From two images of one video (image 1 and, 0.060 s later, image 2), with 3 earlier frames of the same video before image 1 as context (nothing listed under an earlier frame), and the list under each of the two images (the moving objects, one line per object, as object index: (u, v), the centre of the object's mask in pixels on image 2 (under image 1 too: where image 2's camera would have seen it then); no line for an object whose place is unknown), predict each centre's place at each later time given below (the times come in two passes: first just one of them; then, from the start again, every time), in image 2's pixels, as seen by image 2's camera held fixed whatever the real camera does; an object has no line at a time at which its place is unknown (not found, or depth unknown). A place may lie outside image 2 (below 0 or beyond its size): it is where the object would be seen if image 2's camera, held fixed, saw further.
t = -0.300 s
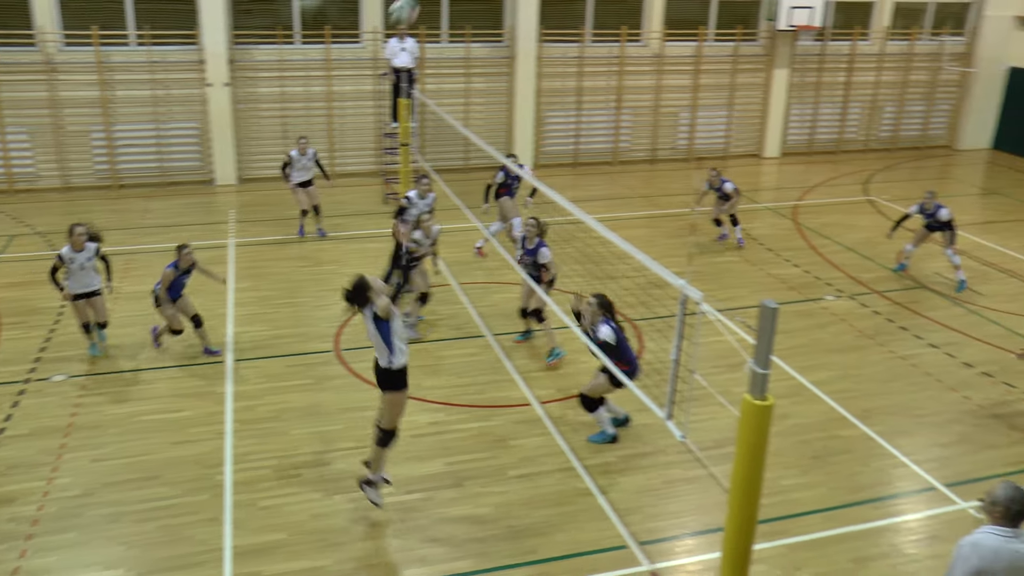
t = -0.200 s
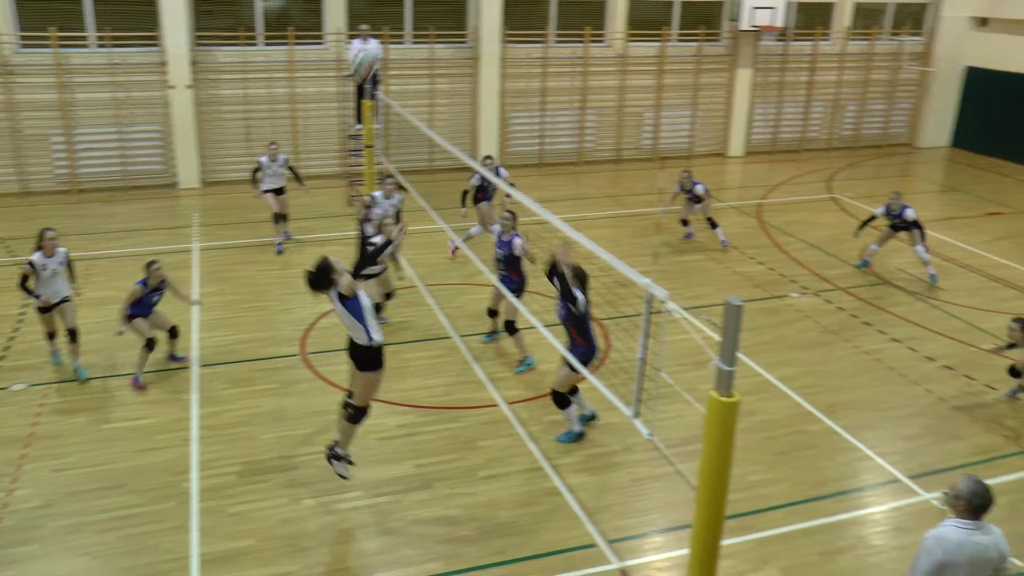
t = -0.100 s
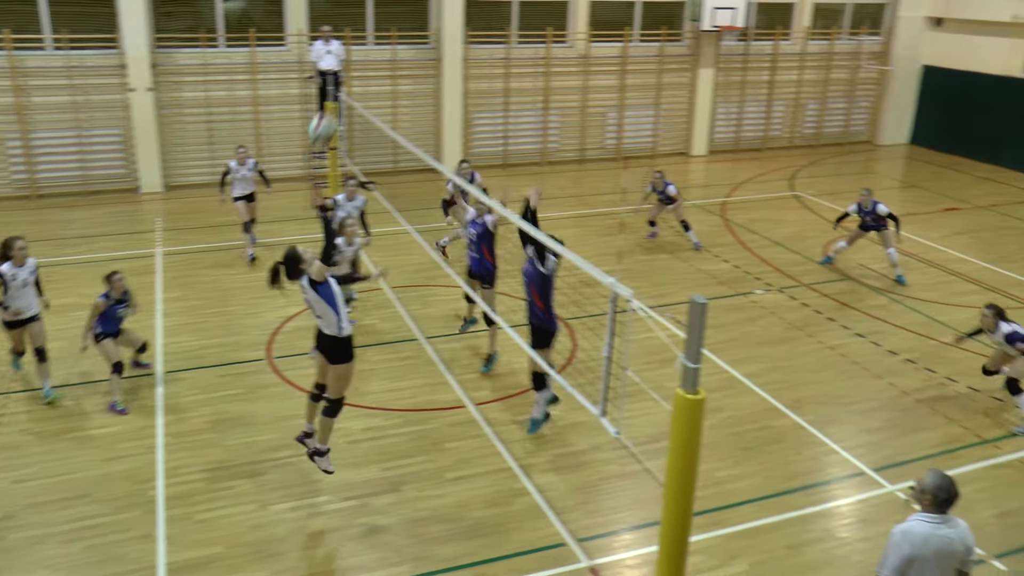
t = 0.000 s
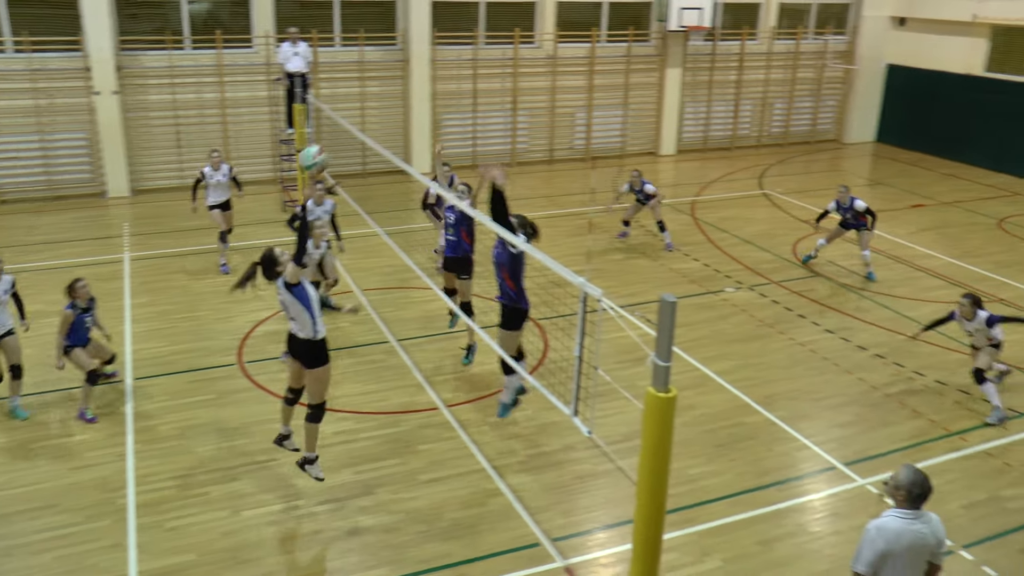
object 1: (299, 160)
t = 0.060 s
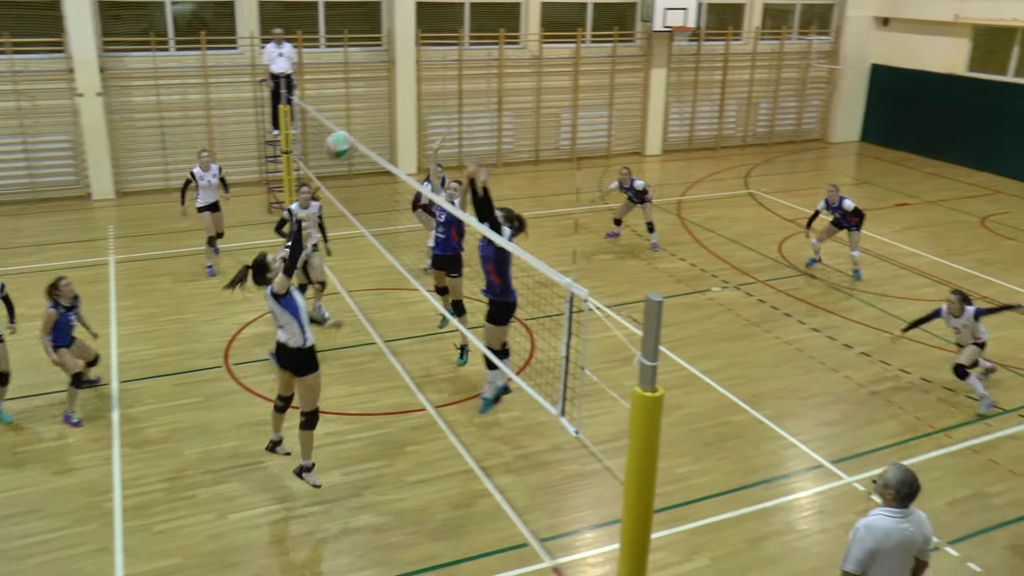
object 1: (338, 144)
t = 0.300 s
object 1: (490, 134)
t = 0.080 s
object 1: (355, 141)
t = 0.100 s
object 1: (368, 137)
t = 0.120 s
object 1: (379, 135)
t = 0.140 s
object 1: (392, 133)
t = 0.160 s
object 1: (406, 131)
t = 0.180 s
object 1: (419, 130)
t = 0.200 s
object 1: (429, 129)
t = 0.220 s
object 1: (441, 128)
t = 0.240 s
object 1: (453, 129)
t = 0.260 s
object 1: (465, 131)
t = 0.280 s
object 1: (478, 132)
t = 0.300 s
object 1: (490, 134)
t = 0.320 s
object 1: (502, 136)
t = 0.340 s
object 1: (514, 139)
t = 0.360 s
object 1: (522, 142)
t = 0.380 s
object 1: (535, 145)
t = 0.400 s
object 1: (546, 150)
